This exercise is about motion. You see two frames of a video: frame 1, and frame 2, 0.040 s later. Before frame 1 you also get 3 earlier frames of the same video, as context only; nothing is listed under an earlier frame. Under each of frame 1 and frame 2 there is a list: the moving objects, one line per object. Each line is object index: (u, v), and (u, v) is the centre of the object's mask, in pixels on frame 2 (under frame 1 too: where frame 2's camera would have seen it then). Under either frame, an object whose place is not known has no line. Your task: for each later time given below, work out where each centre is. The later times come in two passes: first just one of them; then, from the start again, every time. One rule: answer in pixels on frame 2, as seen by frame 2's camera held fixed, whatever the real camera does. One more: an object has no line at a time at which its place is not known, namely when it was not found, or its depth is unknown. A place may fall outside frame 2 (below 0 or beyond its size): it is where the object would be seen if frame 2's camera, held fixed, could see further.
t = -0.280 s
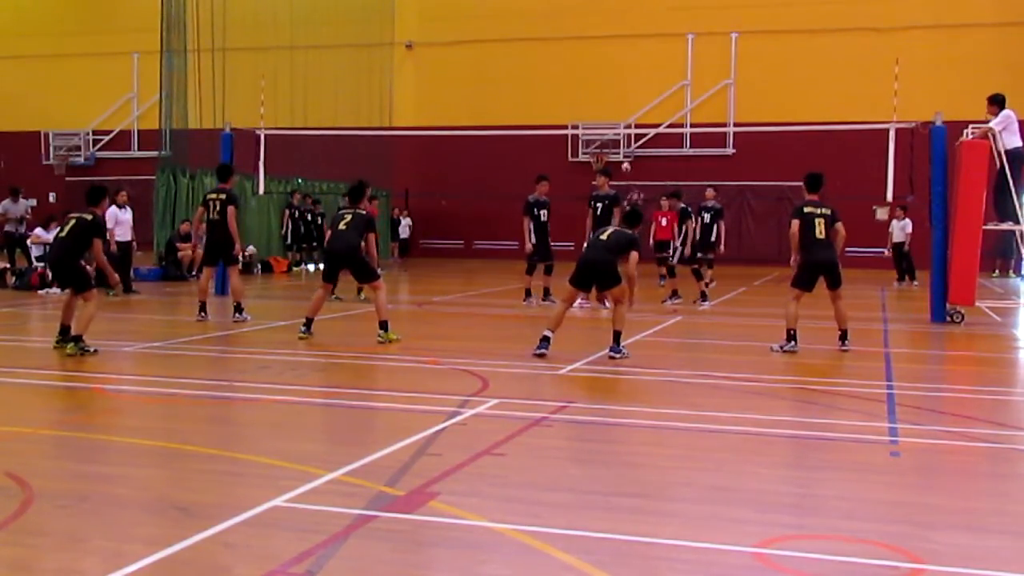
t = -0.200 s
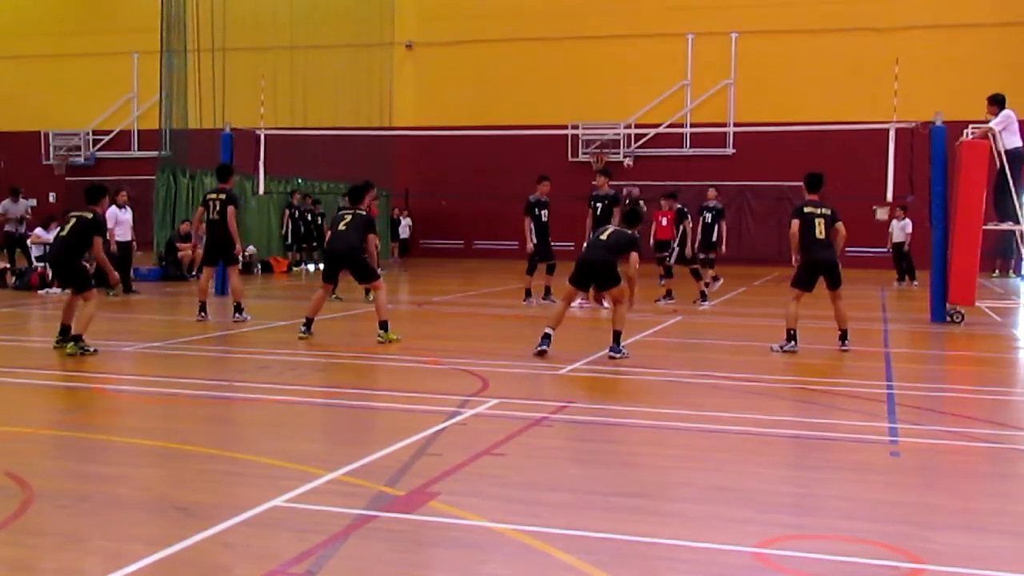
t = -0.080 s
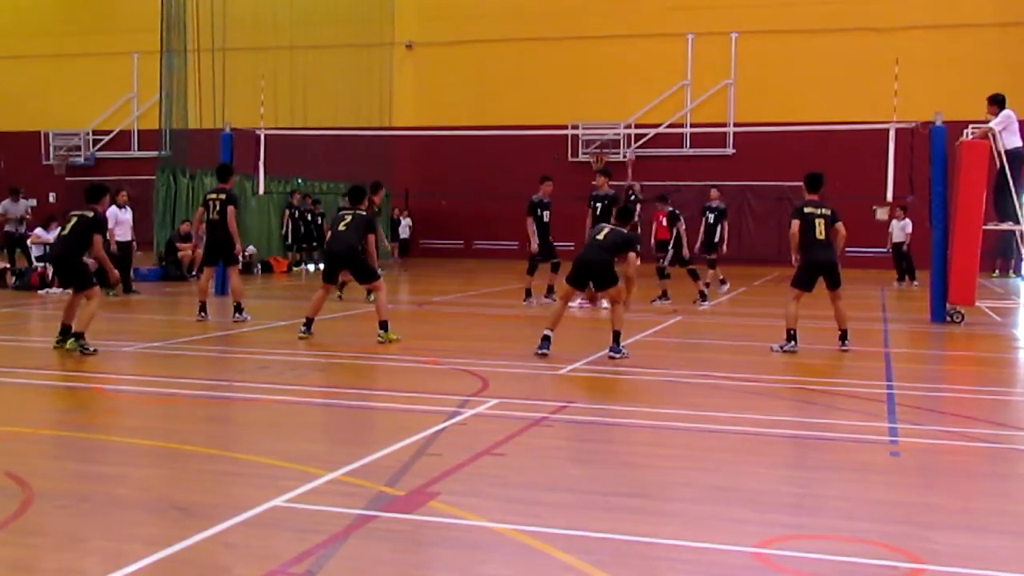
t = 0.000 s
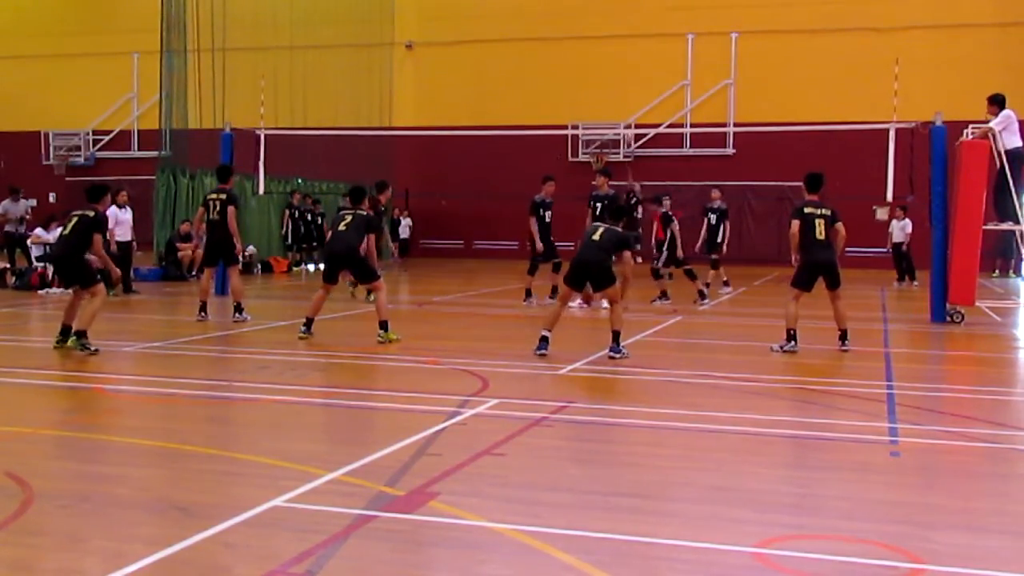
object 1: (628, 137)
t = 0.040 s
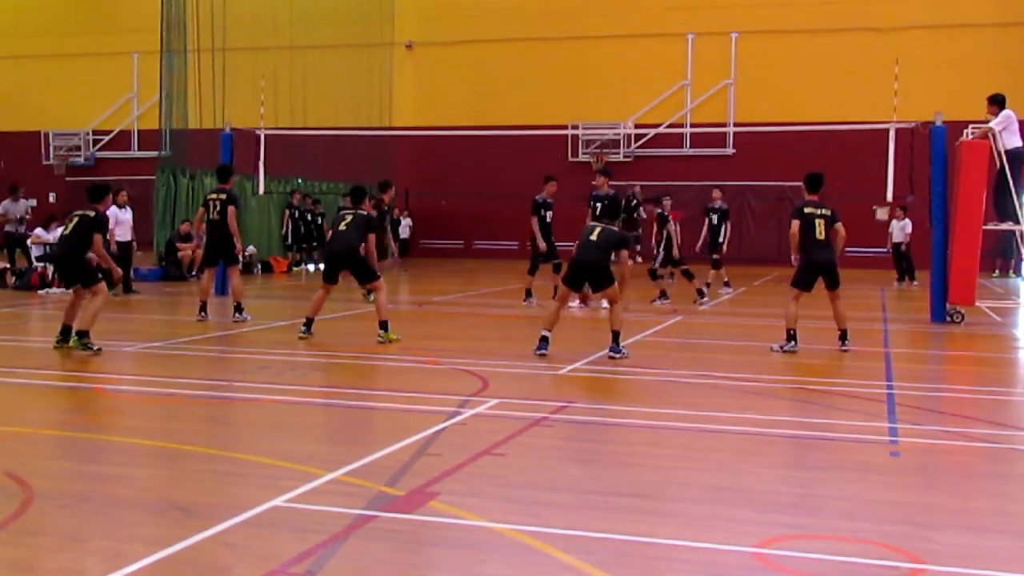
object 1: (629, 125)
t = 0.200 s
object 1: (625, 94)
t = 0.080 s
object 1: (629, 118)
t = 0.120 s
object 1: (626, 109)
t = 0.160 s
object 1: (626, 102)
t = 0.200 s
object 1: (625, 94)
